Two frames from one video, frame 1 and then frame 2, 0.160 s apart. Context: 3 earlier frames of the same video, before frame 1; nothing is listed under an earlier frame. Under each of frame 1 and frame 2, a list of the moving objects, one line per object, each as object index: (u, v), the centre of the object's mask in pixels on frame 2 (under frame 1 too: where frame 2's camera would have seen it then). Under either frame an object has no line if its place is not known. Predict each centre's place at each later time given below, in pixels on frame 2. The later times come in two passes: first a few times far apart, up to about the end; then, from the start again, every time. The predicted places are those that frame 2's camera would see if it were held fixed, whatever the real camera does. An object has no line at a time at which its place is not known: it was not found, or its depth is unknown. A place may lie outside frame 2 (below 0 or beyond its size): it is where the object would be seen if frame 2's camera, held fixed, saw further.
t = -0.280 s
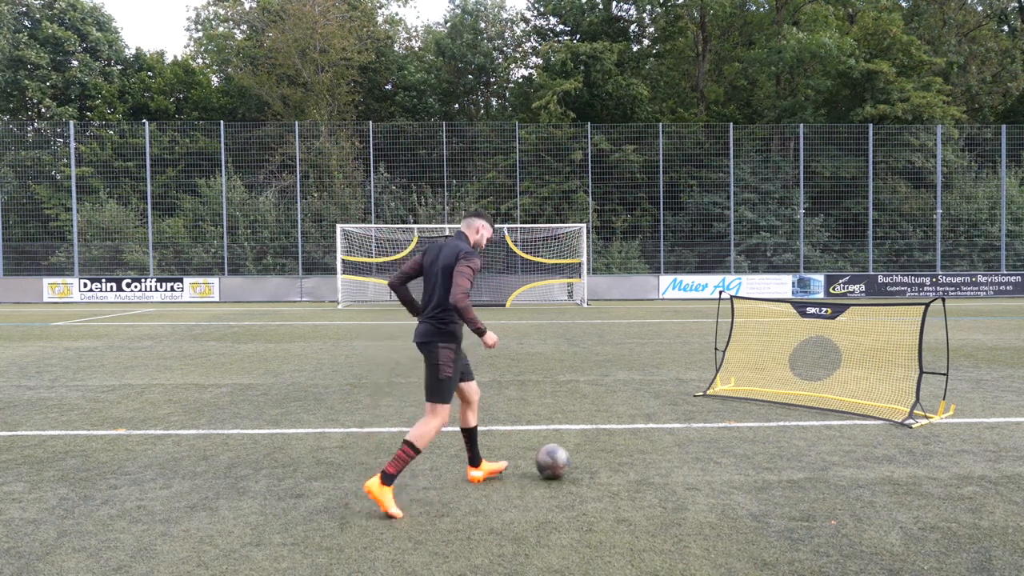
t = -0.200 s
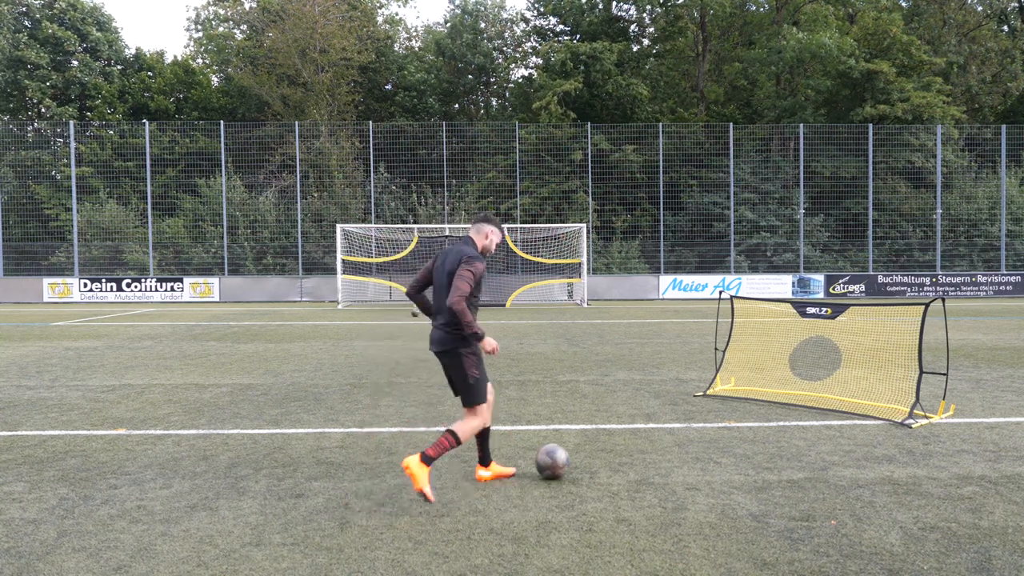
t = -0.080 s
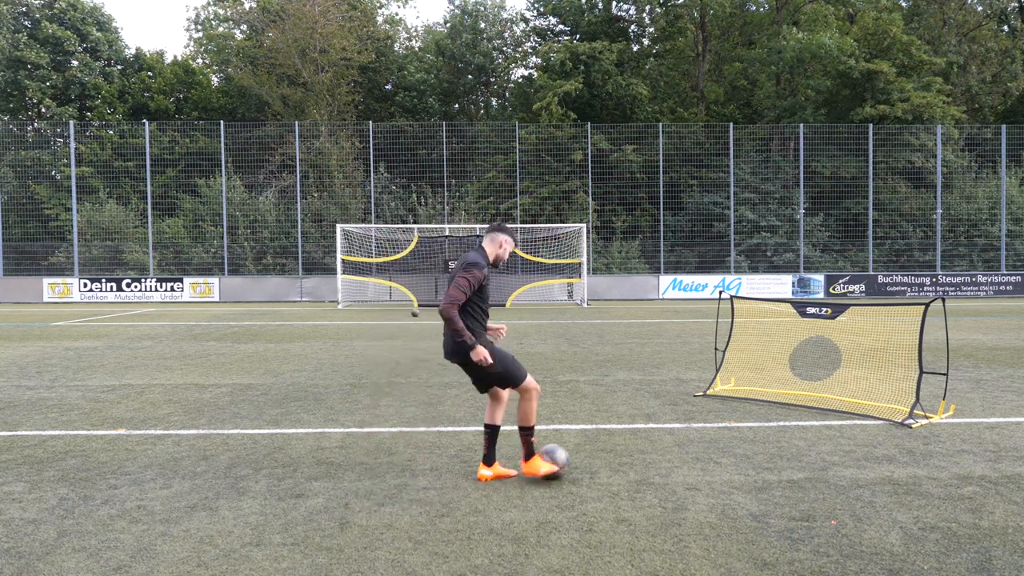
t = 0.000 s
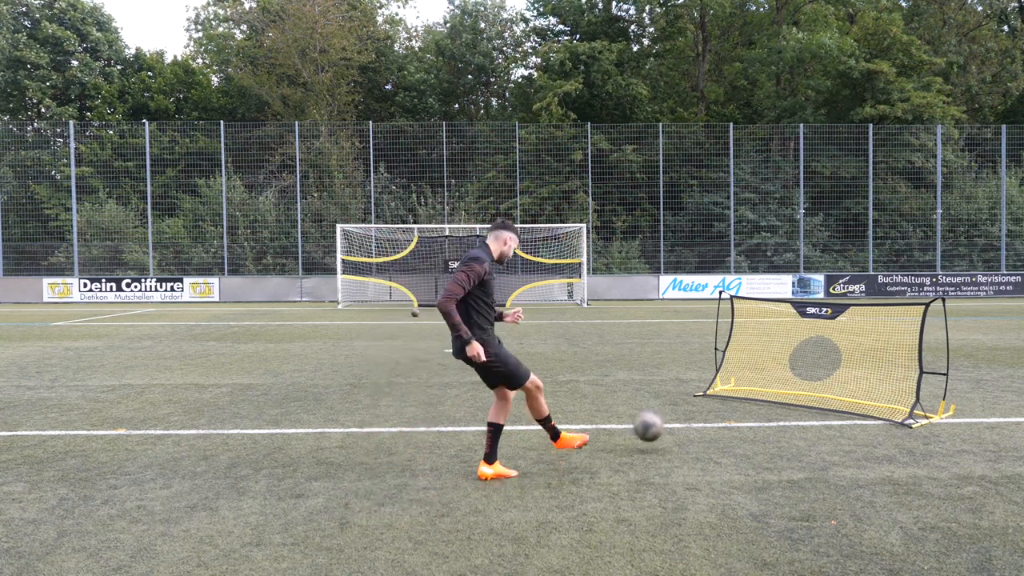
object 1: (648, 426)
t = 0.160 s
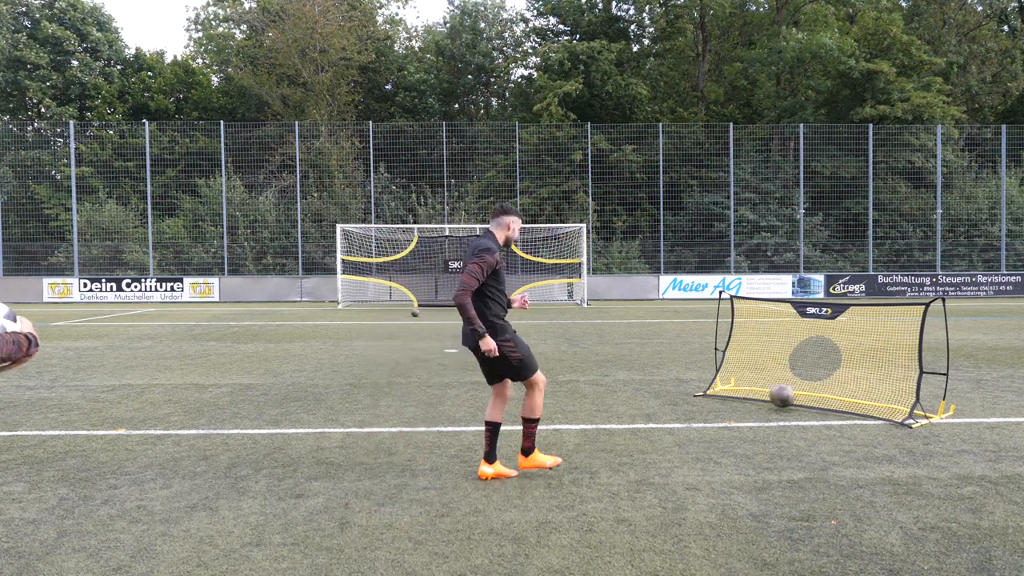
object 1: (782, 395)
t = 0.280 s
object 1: (812, 365)
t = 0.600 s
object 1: (785, 245)
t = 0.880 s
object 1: (757, 220)
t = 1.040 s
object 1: (740, 245)
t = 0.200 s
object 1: (804, 393)
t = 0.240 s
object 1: (812, 381)
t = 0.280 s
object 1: (812, 365)
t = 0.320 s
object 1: (809, 347)
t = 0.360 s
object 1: (806, 328)
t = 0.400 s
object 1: (802, 311)
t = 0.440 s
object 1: (798, 294)
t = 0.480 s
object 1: (795, 280)
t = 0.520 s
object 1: (792, 267)
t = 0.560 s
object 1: (788, 256)
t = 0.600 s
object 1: (785, 245)
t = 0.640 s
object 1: (781, 235)
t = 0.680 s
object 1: (777, 230)
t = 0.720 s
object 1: (773, 225)
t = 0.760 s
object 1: (769, 220)
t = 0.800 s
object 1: (765, 219)
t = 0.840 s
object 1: (762, 219)
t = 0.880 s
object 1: (757, 220)
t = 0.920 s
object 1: (753, 223)
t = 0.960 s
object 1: (749, 229)
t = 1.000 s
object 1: (745, 236)
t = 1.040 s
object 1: (740, 245)
